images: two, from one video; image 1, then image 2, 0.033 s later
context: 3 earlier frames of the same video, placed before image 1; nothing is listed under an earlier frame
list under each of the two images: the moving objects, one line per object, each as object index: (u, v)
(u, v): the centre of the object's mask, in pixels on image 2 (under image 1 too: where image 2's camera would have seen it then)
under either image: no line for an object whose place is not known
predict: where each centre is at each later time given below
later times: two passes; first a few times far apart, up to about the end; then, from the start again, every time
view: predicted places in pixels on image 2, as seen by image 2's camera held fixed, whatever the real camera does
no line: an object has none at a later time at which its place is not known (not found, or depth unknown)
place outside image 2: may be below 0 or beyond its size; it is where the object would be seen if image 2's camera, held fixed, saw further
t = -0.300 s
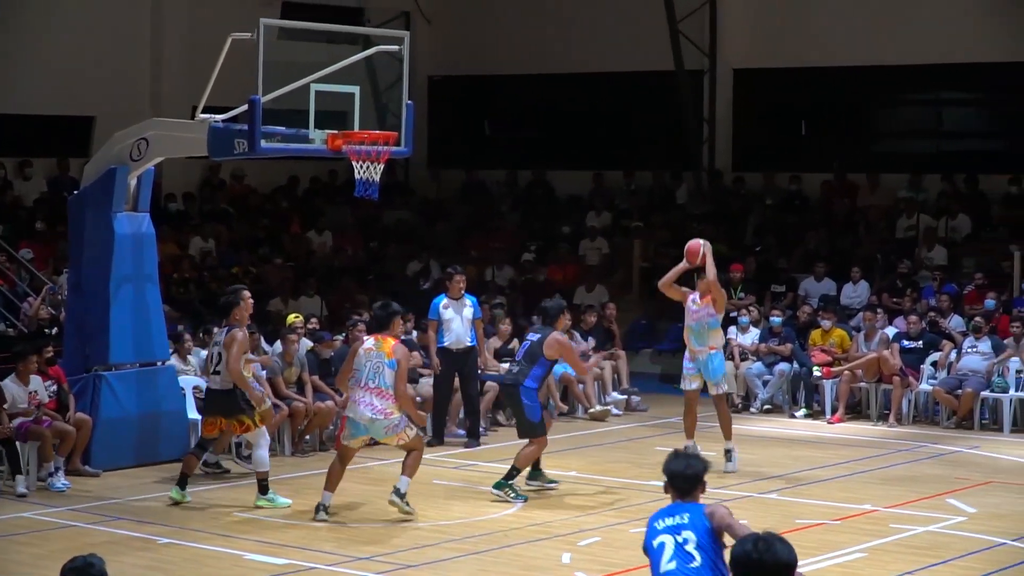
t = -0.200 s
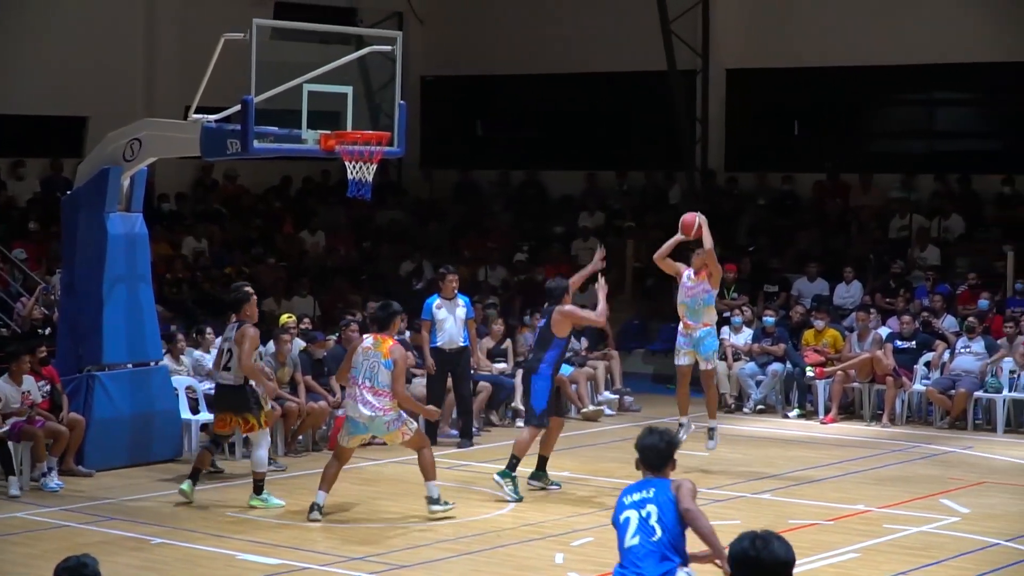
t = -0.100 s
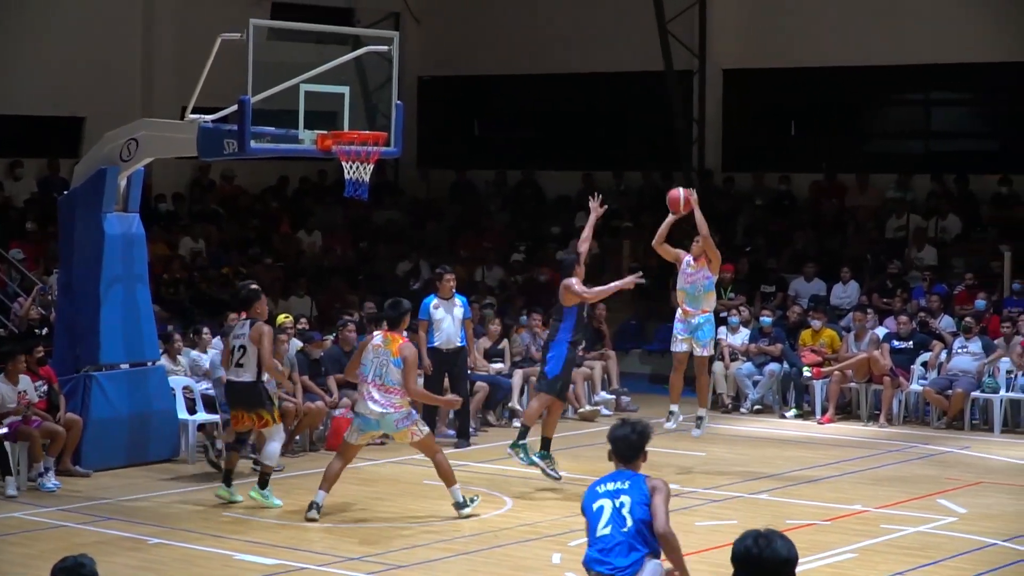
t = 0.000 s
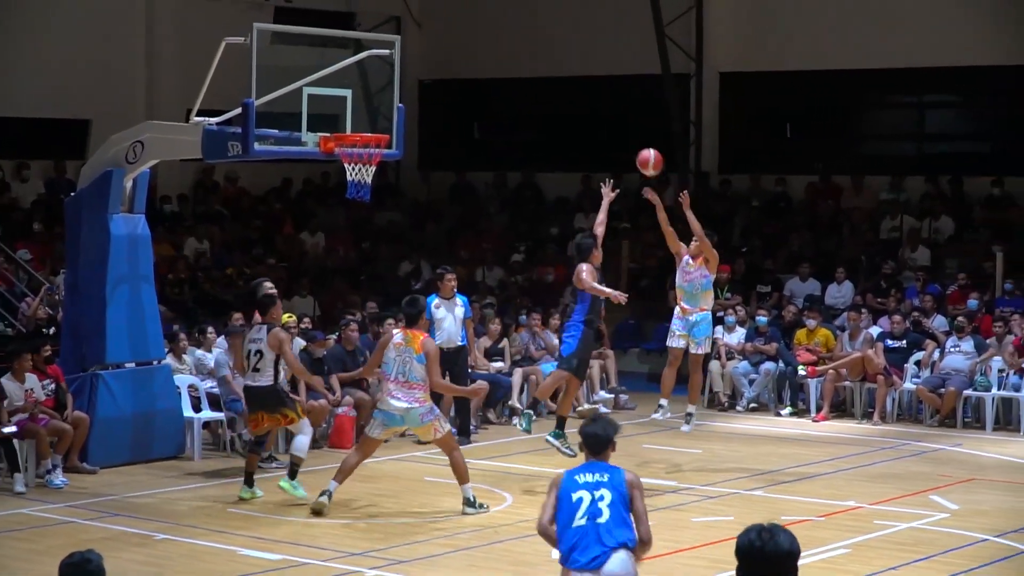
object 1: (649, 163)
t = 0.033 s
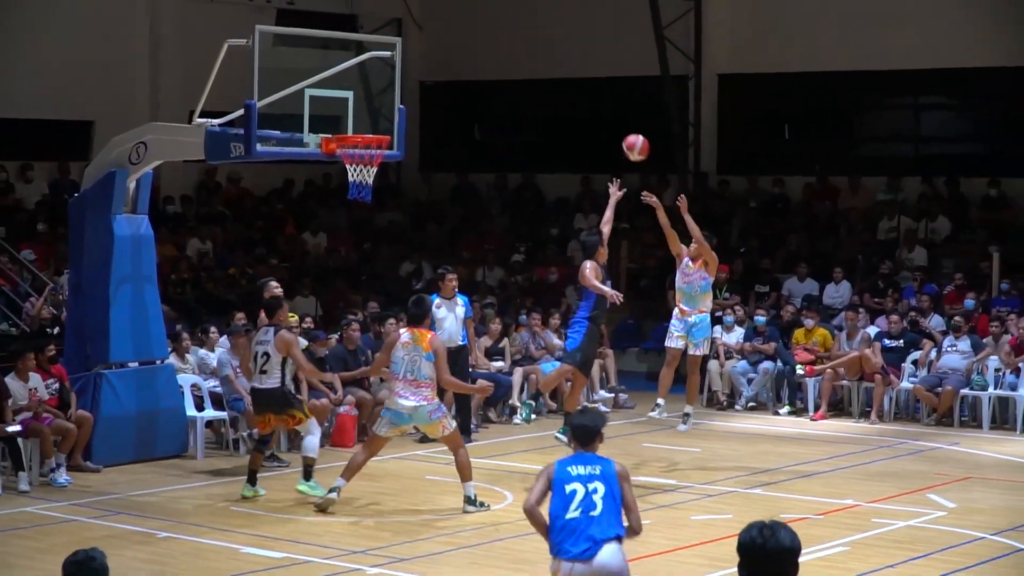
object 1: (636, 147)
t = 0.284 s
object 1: (535, 67)
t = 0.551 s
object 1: (422, 53)
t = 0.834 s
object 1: (360, 112)
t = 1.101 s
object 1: (375, 181)
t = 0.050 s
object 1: (629, 141)
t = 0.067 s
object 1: (623, 133)
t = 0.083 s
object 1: (616, 126)
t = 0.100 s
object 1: (609, 120)
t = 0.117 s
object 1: (603, 114)
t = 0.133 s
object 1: (596, 108)
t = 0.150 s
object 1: (589, 103)
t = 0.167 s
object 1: (582, 97)
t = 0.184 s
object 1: (576, 92)
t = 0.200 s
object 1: (569, 87)
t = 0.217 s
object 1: (562, 83)
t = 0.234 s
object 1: (555, 79)
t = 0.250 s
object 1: (548, 74)
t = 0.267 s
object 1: (541, 71)
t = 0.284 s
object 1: (535, 67)
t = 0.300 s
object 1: (528, 64)
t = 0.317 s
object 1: (521, 62)
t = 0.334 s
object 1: (514, 59)
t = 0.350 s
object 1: (507, 57)
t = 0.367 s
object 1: (500, 55)
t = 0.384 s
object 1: (493, 53)
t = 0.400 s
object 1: (486, 52)
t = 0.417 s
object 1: (479, 50)
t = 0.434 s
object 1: (472, 49)
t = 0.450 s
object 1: (465, 49)
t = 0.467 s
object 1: (458, 48)
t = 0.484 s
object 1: (451, 48)
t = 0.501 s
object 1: (444, 49)
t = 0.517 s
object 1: (436, 50)
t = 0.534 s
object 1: (429, 51)
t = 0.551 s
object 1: (422, 53)
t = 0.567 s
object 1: (415, 55)
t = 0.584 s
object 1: (407, 56)
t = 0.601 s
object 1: (401, 59)
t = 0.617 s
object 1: (393, 61)
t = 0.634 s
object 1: (386, 64)
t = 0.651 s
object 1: (379, 68)
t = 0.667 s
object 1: (371, 71)
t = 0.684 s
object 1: (368, 74)
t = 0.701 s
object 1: (367, 76)
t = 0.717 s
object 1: (365, 80)
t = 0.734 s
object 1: (365, 83)
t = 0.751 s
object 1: (364, 87)
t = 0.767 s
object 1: (363, 91)
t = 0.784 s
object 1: (362, 96)
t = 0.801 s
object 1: (362, 101)
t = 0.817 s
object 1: (360, 106)
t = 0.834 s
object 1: (360, 112)
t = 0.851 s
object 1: (359, 117)
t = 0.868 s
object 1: (358, 122)
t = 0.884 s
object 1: (357, 126)
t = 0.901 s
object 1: (359, 133)
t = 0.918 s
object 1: (359, 140)
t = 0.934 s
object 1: (360, 146)
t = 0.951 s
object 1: (364, 151)
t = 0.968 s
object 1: (367, 156)
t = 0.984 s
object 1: (371, 164)
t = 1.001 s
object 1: (374, 168)
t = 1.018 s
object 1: (374, 172)
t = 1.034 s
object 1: (375, 174)
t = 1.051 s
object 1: (375, 176)
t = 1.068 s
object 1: (375, 178)
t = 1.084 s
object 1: (375, 180)
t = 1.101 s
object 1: (375, 181)
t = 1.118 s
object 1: (375, 184)
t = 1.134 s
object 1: (375, 186)
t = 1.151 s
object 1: (375, 188)
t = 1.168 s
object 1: (376, 191)
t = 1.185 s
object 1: (376, 194)
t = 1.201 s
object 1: (376, 198)
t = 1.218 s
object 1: (376, 202)
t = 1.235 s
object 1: (376, 206)
